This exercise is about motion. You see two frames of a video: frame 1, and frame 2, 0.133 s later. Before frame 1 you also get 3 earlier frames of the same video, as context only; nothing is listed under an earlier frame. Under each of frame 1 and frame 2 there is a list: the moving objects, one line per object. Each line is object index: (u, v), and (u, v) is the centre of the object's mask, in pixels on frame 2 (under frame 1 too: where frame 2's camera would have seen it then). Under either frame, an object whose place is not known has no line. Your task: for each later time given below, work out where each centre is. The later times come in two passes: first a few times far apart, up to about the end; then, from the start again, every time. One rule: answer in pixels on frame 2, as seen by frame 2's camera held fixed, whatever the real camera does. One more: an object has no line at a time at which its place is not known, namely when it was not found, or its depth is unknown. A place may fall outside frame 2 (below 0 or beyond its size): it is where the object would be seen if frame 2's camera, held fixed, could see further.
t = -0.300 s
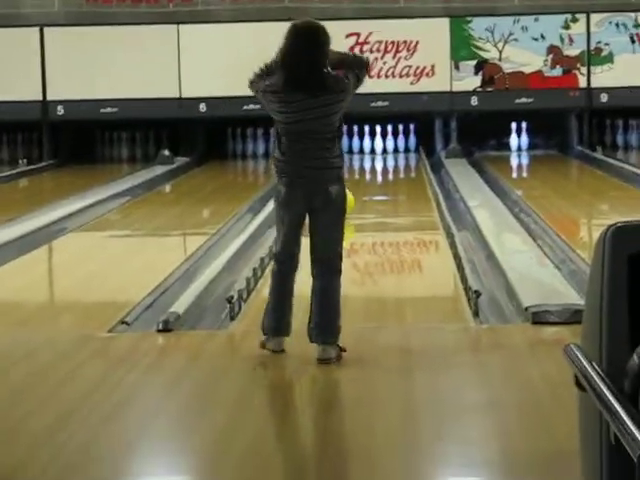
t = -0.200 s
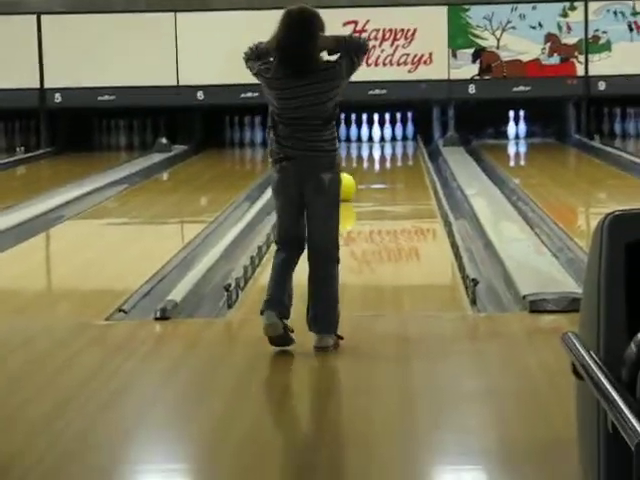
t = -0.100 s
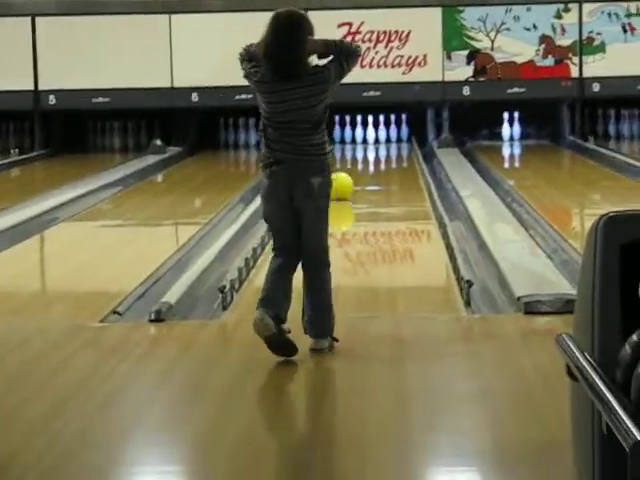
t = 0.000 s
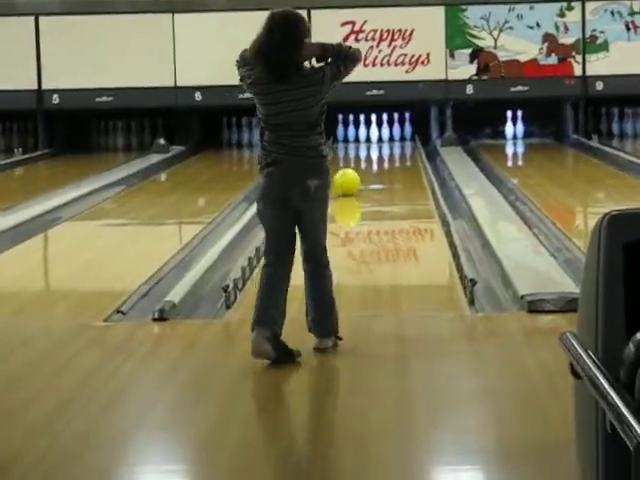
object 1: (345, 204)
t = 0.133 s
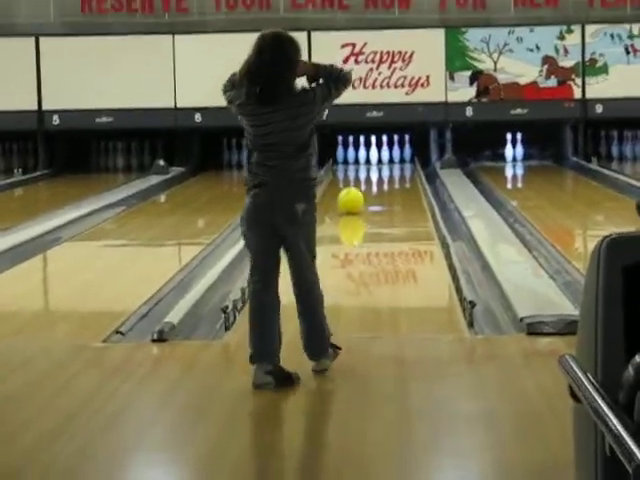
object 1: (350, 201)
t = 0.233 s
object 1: (353, 199)
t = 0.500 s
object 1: (360, 194)
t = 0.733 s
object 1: (366, 190)
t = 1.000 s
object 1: (372, 186)
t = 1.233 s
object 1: (376, 183)
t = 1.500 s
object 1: (380, 178)
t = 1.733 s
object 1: (385, 175)
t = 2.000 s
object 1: (387, 173)
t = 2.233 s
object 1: (388, 170)
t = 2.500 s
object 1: (390, 168)
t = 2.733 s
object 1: (391, 166)
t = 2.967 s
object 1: (393, 164)
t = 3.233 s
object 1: (394, 163)
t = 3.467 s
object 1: (394, 162)
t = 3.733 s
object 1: (395, 161)
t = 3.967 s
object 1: (395, 159)
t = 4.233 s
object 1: (396, 157)
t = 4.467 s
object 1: (397, 156)
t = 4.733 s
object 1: (401, 155)
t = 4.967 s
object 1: (402, 154)
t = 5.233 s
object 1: (402, 155)
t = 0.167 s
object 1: (351, 200)
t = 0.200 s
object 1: (352, 200)
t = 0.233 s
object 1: (353, 199)
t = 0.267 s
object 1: (354, 198)
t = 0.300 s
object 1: (355, 197)
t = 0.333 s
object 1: (356, 197)
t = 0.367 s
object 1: (357, 196)
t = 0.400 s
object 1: (358, 196)
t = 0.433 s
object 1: (358, 195)
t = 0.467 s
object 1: (360, 194)
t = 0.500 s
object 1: (360, 194)
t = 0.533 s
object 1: (361, 194)
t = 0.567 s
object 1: (362, 193)
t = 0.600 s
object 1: (362, 192)
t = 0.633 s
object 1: (364, 192)
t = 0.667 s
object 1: (365, 191)
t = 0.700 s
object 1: (366, 191)
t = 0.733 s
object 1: (366, 190)
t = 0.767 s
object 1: (367, 189)
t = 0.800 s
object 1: (368, 189)
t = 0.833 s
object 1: (369, 189)
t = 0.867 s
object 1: (369, 188)
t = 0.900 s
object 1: (370, 187)
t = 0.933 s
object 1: (371, 187)
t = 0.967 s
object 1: (372, 186)
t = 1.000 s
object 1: (372, 186)
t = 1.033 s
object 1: (372, 186)
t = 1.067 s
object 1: (374, 185)
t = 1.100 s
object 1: (374, 185)
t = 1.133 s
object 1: (375, 184)
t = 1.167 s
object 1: (376, 183)
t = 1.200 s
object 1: (376, 183)
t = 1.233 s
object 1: (376, 183)
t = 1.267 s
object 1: (376, 182)
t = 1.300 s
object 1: (377, 181)
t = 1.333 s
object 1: (378, 181)
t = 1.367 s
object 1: (379, 180)
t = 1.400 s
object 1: (379, 179)
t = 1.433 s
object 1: (380, 179)
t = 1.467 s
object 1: (380, 179)
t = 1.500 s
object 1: (380, 178)
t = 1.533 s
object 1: (381, 178)
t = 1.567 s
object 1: (382, 177)
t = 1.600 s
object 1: (383, 177)
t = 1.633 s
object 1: (383, 176)
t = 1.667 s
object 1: (384, 176)
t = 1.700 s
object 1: (384, 176)
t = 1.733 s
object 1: (385, 175)
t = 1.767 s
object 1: (385, 175)
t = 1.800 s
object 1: (385, 175)
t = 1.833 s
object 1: (385, 174)
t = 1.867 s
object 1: (386, 174)
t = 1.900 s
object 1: (386, 174)
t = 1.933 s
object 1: (387, 173)
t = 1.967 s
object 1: (387, 173)
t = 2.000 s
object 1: (387, 173)
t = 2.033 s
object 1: (387, 172)
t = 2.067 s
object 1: (388, 172)
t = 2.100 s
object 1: (388, 172)
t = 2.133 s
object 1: (388, 171)
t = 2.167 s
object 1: (388, 171)
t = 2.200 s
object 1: (389, 171)
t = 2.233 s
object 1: (388, 170)
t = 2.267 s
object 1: (389, 170)
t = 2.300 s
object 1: (389, 170)
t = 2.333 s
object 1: (390, 169)
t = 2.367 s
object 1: (389, 169)
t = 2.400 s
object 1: (390, 169)
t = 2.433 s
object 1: (389, 169)
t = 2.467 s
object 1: (390, 169)
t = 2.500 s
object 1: (390, 168)
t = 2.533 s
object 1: (390, 168)
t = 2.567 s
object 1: (390, 168)
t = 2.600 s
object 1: (391, 167)
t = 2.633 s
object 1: (391, 167)
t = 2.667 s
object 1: (391, 167)
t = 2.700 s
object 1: (391, 167)
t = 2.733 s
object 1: (391, 166)
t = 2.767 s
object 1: (391, 166)
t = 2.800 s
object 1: (392, 166)
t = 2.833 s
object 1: (392, 165)
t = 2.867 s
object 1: (392, 165)
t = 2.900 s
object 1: (392, 165)
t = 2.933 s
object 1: (393, 165)
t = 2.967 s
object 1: (393, 164)
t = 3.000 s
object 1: (393, 164)
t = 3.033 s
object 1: (393, 164)
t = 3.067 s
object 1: (393, 164)
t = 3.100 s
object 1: (393, 164)
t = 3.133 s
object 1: (393, 164)
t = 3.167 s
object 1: (393, 163)
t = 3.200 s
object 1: (393, 163)
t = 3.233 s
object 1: (394, 163)
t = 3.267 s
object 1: (393, 163)
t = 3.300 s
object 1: (394, 163)
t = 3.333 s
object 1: (394, 163)
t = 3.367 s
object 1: (394, 163)
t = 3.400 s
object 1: (394, 163)
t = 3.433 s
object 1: (394, 162)
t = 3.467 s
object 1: (394, 162)
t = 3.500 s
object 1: (394, 162)
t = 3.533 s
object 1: (394, 162)
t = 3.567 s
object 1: (394, 162)
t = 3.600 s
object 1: (394, 161)
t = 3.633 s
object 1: (394, 161)
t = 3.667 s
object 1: (394, 161)
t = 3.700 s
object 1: (395, 161)
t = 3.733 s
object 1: (395, 161)
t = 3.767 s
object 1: (395, 161)
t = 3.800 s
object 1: (395, 160)
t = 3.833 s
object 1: (395, 160)
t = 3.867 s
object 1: (395, 160)
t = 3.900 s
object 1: (395, 160)
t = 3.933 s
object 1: (395, 159)
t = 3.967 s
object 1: (395, 159)
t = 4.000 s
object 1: (396, 158)
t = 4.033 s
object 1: (396, 158)
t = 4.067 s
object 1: (396, 158)
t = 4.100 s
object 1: (396, 158)
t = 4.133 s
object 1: (396, 158)
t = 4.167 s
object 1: (396, 157)
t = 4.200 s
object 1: (396, 157)
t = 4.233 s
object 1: (396, 157)
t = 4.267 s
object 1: (396, 157)
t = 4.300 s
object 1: (396, 157)
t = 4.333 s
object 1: (397, 157)
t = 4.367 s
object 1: (397, 157)
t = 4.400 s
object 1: (397, 156)
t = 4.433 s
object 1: (397, 156)
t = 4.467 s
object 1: (397, 156)
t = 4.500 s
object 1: (397, 156)
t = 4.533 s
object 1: (398, 156)
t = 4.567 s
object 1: (398, 156)
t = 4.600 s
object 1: (398, 155)
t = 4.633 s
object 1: (399, 155)
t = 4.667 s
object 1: (400, 155)
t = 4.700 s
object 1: (400, 155)
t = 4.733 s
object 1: (401, 155)
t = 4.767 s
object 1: (401, 155)
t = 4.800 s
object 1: (402, 155)
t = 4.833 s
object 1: (401, 155)
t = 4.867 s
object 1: (402, 155)
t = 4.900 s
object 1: (402, 155)
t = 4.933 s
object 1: (402, 155)
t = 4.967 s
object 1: (402, 154)
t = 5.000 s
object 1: (402, 155)
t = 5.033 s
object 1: (401, 154)
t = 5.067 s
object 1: (402, 154)
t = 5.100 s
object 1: (401, 154)
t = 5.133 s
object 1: (402, 154)
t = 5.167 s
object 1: (402, 154)
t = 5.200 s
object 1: (401, 155)
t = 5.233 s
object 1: (402, 155)
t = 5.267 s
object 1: (402, 156)
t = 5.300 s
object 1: (402, 159)
